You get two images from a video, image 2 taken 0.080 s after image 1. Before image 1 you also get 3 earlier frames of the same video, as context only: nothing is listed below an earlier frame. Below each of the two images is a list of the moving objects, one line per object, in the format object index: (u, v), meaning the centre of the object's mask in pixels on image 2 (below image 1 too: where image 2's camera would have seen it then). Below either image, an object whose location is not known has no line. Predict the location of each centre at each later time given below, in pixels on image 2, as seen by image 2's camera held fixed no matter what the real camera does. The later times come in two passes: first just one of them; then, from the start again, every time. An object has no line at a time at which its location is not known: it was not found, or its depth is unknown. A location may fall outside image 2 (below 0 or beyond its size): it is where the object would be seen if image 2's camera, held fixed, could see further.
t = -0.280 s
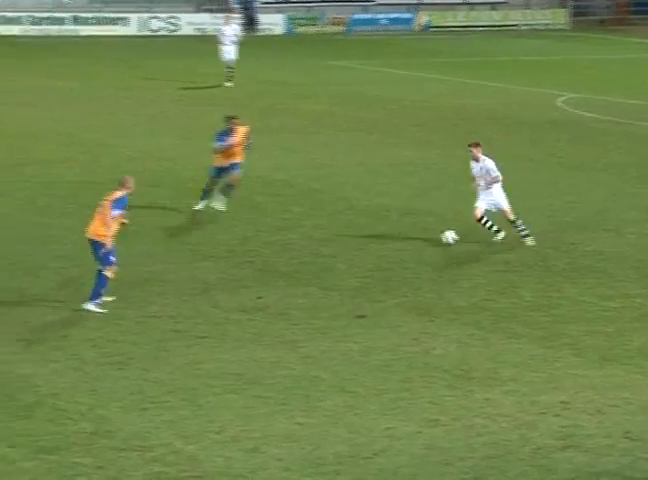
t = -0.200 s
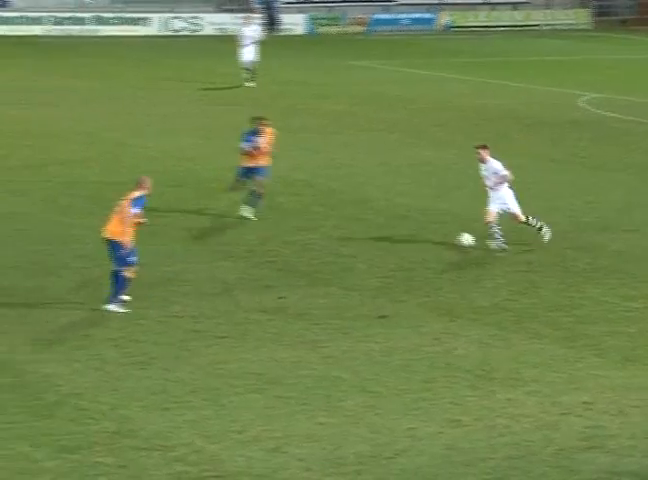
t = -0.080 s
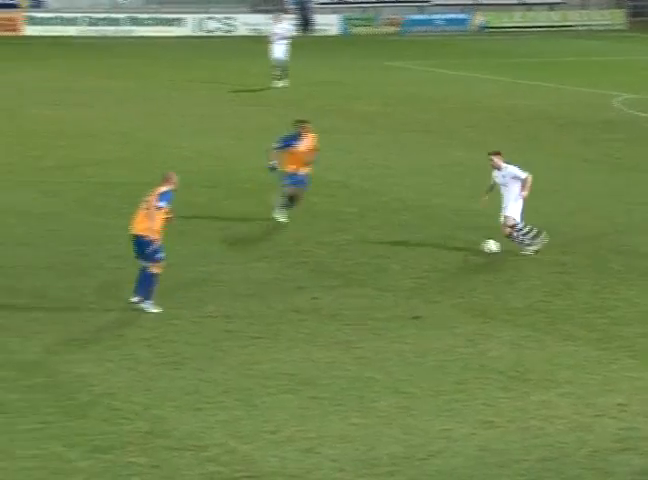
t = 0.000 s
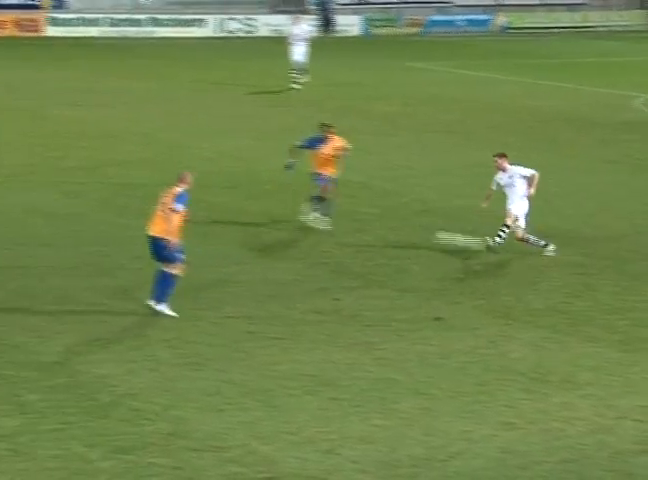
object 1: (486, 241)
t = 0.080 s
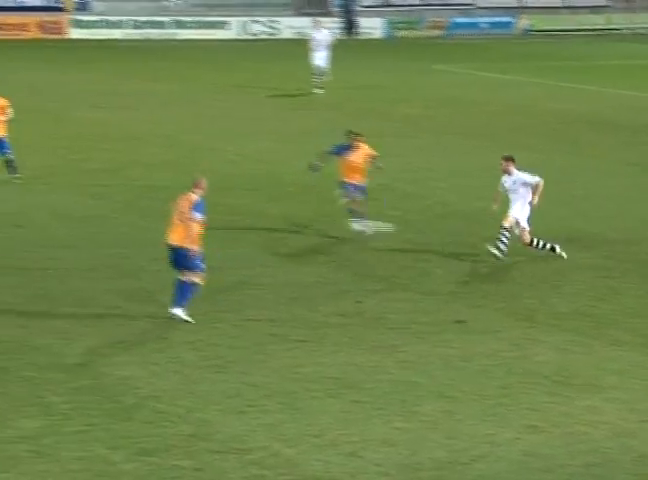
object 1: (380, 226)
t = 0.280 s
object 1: (112, 205)
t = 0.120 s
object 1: (315, 220)
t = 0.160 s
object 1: (264, 214)
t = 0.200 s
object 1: (218, 210)
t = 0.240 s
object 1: (152, 206)
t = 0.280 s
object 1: (112, 205)
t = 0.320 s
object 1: (65, 205)
